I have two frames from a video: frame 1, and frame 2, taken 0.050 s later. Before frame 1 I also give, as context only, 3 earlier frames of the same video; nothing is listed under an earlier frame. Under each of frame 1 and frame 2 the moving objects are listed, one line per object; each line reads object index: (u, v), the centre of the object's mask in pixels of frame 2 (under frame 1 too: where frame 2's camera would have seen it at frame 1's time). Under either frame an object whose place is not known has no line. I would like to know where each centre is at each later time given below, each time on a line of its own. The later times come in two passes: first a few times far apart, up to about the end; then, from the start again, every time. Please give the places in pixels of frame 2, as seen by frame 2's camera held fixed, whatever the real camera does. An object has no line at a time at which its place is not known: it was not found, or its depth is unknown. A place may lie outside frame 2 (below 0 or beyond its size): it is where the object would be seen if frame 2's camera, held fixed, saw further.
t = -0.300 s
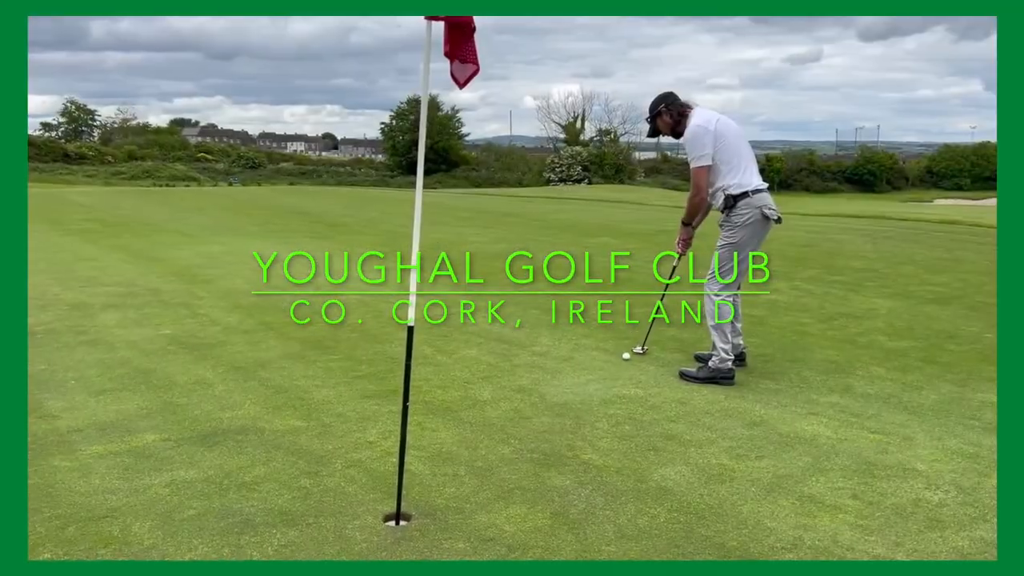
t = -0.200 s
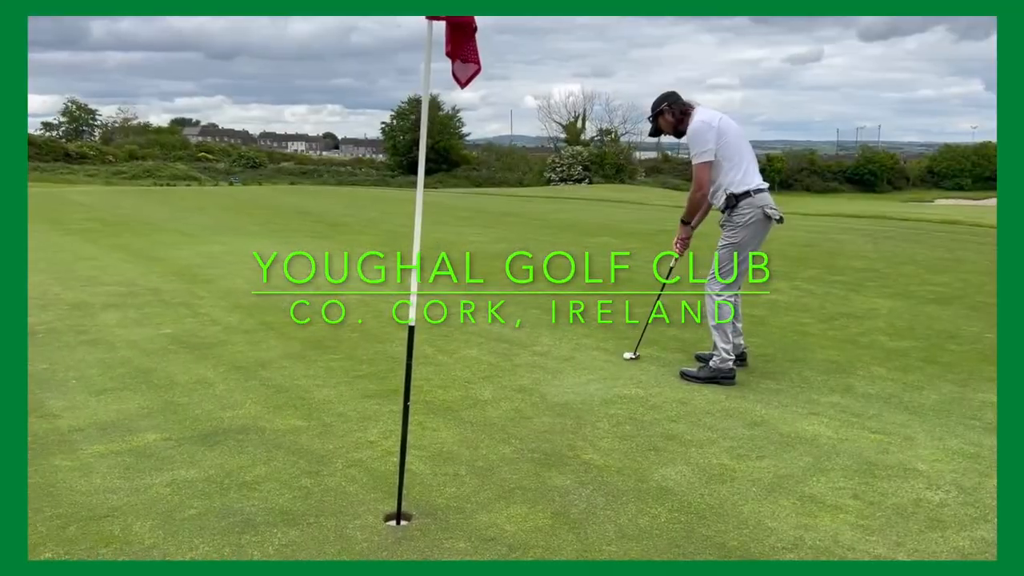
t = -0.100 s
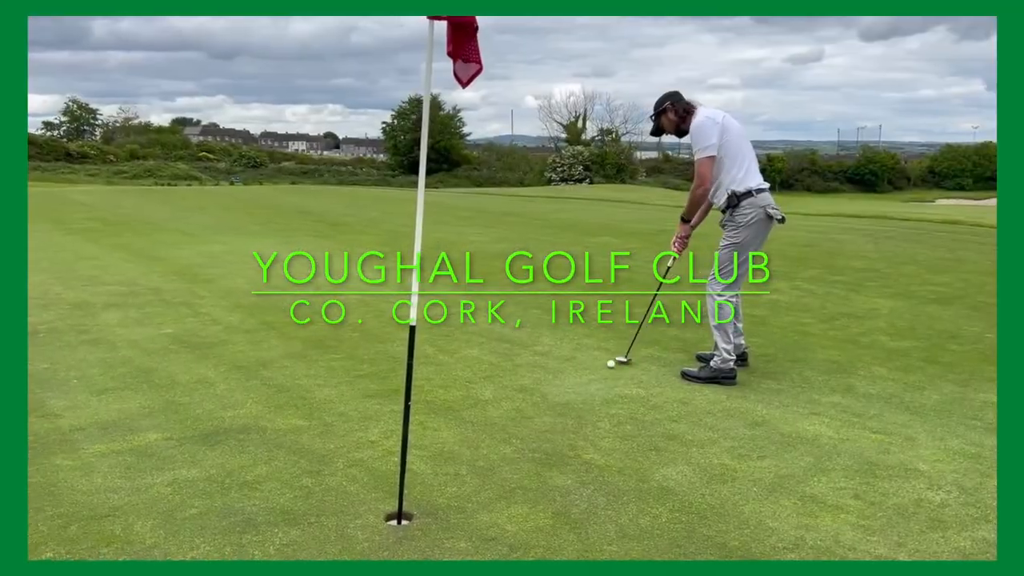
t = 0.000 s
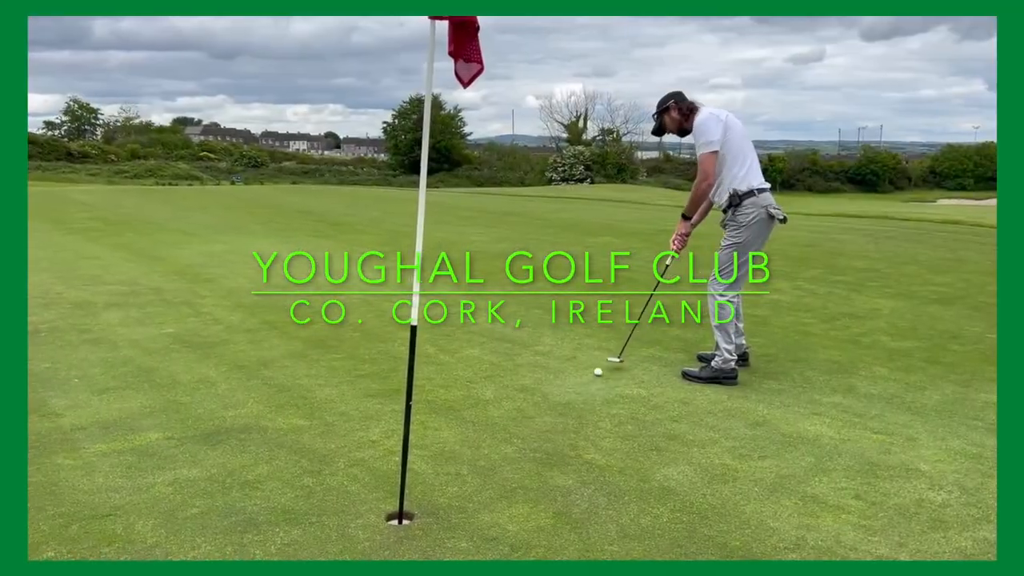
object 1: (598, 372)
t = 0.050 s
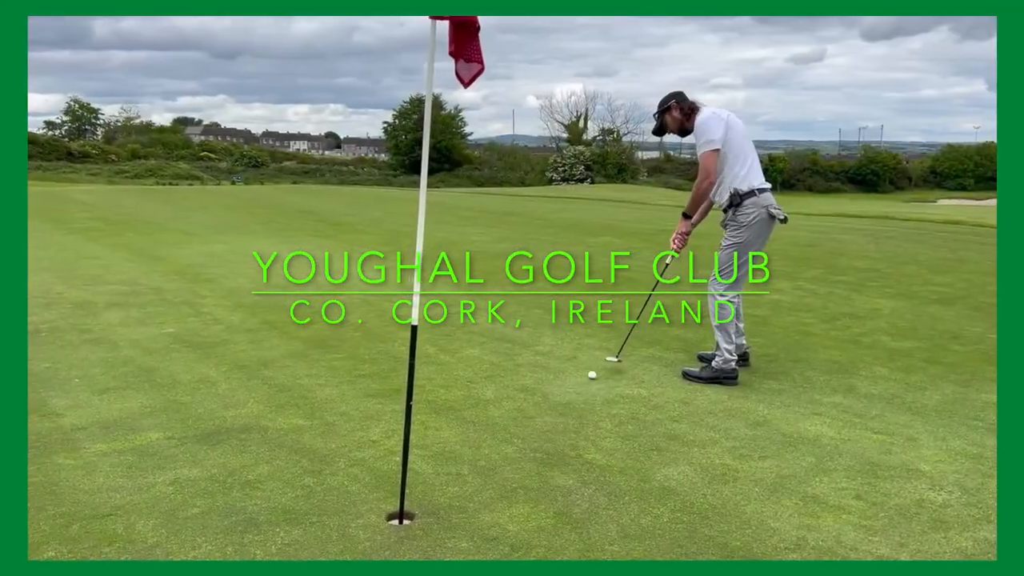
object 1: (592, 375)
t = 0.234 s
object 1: (568, 389)
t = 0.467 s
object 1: (536, 408)
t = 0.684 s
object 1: (507, 426)
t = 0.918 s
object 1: (476, 446)
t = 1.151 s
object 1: (447, 466)
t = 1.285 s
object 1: (432, 478)
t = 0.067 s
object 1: (590, 377)
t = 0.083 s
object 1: (588, 378)
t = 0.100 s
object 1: (585, 379)
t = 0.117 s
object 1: (583, 380)
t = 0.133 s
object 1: (581, 381)
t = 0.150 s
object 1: (579, 383)
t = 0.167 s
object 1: (577, 384)
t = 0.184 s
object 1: (574, 386)
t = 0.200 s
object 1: (572, 387)
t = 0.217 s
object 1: (570, 388)
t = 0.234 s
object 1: (568, 389)
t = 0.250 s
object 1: (566, 391)
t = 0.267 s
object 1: (563, 392)
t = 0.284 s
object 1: (561, 393)
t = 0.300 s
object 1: (559, 394)
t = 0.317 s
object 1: (556, 396)
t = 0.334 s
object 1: (554, 397)
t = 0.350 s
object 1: (552, 398)
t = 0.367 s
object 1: (550, 400)
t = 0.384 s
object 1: (548, 401)
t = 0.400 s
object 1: (545, 402)
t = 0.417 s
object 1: (543, 404)
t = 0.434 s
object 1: (541, 405)
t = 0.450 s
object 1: (538, 406)
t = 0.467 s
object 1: (536, 408)
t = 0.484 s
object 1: (534, 409)
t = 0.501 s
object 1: (532, 410)
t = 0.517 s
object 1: (530, 412)
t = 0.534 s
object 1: (527, 413)
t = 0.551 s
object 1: (525, 414)
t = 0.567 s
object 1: (523, 416)
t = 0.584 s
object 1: (520, 417)
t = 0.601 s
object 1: (518, 419)
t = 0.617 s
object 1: (516, 420)
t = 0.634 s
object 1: (513, 421)
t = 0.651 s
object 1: (511, 423)
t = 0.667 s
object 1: (509, 425)
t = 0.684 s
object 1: (507, 426)
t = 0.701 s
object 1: (505, 427)
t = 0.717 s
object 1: (502, 429)
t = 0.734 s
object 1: (500, 430)
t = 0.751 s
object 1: (498, 432)
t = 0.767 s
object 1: (496, 433)
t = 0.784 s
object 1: (494, 435)
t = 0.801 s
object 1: (491, 436)
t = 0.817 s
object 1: (489, 437)
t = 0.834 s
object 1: (487, 439)
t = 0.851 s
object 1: (485, 440)
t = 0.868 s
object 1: (483, 441)
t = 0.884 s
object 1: (481, 443)
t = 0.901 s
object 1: (478, 444)
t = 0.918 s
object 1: (476, 446)
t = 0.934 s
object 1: (474, 447)
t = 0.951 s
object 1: (472, 449)
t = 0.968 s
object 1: (470, 450)
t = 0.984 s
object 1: (468, 451)
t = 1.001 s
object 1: (466, 453)
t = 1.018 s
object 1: (464, 454)
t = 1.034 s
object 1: (461, 456)
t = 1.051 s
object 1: (459, 457)
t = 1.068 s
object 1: (457, 459)
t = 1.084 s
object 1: (455, 460)
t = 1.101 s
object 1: (453, 462)
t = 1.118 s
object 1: (451, 464)
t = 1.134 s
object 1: (449, 465)
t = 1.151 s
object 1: (447, 466)
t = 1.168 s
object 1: (445, 468)
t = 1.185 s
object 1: (444, 469)
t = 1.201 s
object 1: (441, 471)
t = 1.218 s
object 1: (439, 472)
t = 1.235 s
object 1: (438, 474)
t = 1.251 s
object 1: (436, 475)
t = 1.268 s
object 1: (434, 477)
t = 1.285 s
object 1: (432, 478)
